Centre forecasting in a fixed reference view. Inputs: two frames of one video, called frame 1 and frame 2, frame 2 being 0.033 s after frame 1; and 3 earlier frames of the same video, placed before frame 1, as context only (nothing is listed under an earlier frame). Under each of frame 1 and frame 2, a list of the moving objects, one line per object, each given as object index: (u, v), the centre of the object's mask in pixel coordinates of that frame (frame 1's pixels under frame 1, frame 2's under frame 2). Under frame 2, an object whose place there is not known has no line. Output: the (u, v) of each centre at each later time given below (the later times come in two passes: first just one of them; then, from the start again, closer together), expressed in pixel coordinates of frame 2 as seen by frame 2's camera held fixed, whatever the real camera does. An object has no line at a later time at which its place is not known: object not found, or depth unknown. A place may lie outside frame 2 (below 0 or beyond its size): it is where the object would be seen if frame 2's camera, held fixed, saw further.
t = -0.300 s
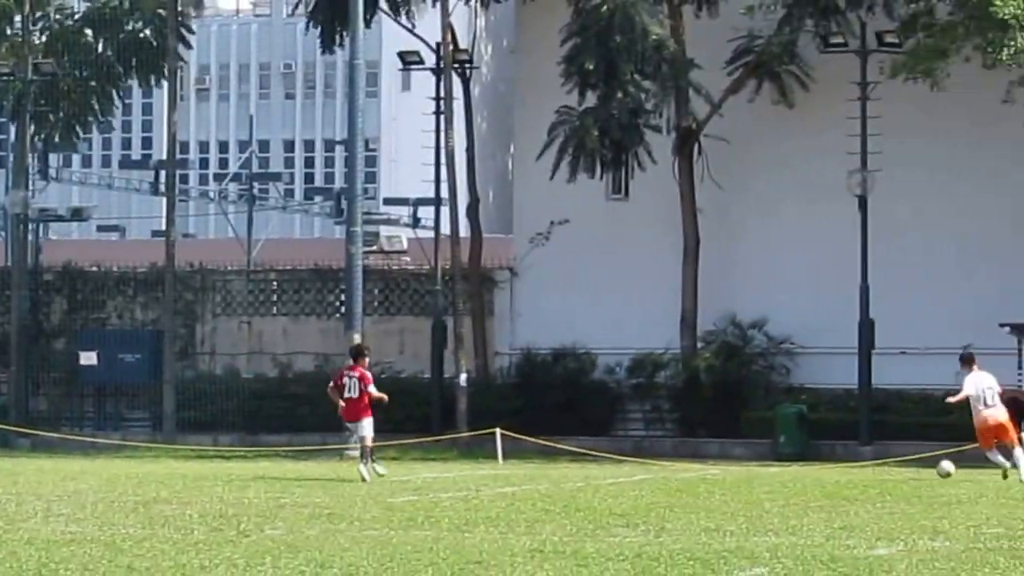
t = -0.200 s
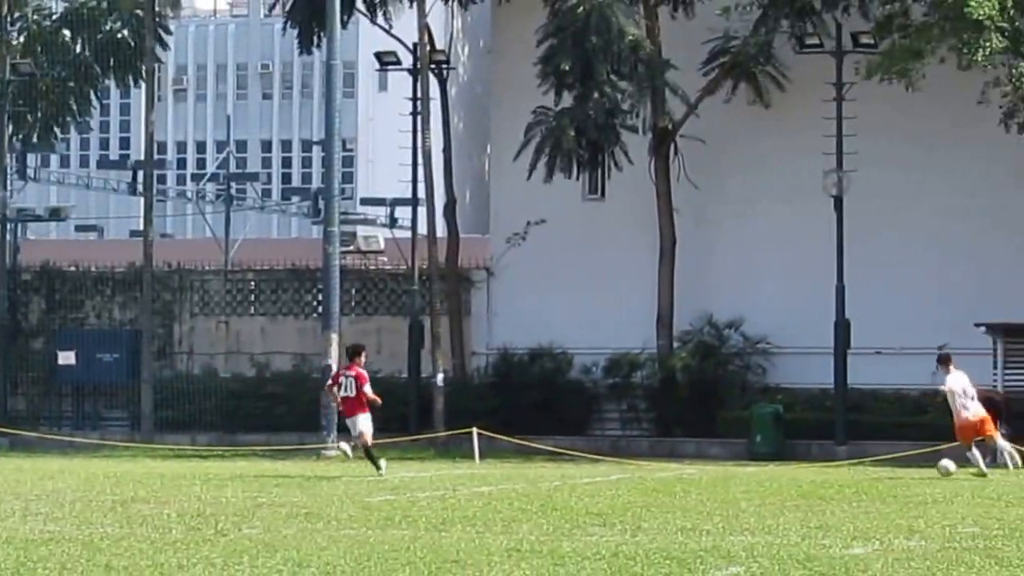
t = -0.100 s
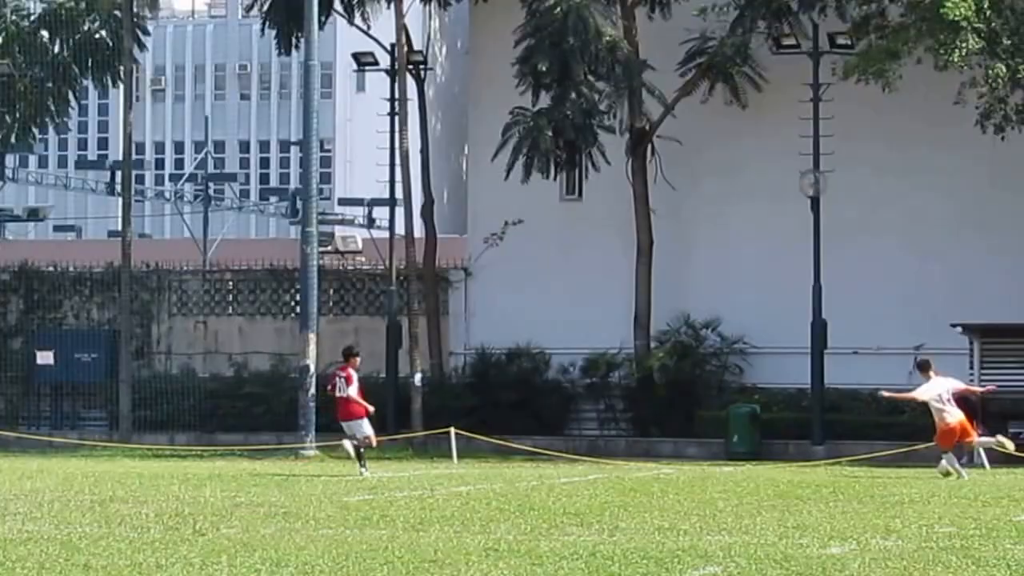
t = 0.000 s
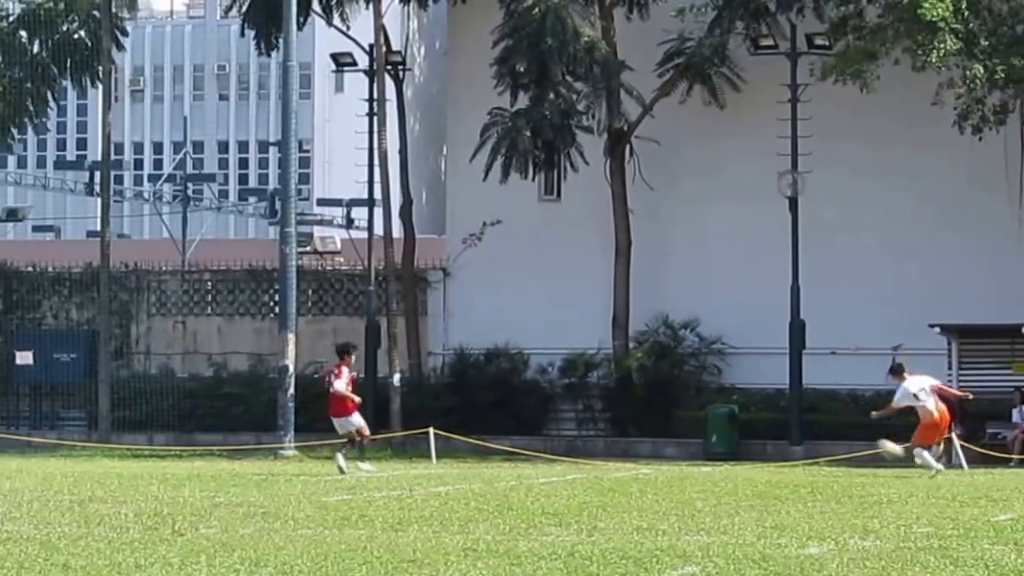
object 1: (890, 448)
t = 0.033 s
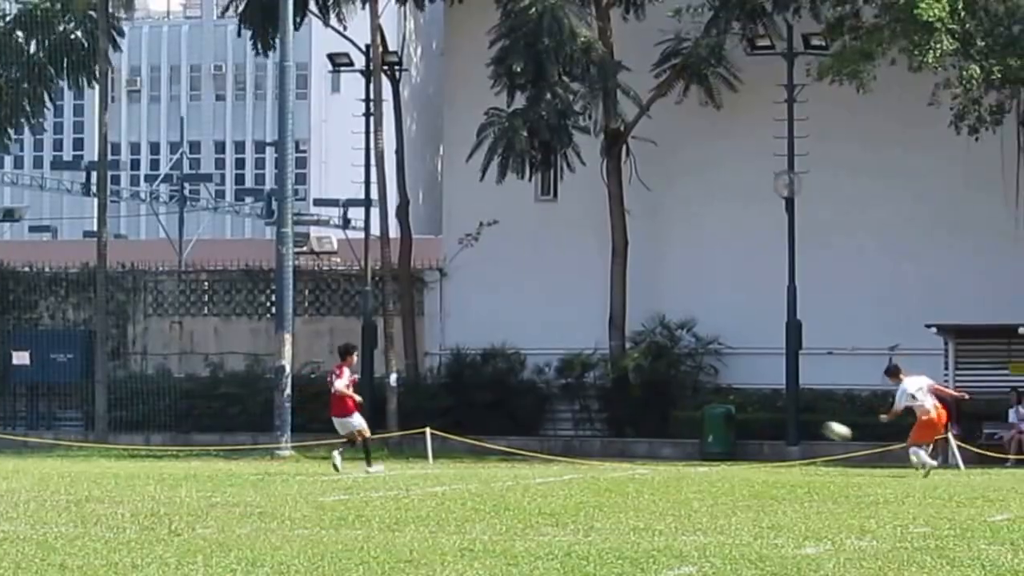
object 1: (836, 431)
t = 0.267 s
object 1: (523, 323)
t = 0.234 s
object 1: (566, 335)
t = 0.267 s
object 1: (523, 323)
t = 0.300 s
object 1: (482, 311)
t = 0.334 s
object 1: (440, 298)
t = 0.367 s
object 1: (399, 288)
